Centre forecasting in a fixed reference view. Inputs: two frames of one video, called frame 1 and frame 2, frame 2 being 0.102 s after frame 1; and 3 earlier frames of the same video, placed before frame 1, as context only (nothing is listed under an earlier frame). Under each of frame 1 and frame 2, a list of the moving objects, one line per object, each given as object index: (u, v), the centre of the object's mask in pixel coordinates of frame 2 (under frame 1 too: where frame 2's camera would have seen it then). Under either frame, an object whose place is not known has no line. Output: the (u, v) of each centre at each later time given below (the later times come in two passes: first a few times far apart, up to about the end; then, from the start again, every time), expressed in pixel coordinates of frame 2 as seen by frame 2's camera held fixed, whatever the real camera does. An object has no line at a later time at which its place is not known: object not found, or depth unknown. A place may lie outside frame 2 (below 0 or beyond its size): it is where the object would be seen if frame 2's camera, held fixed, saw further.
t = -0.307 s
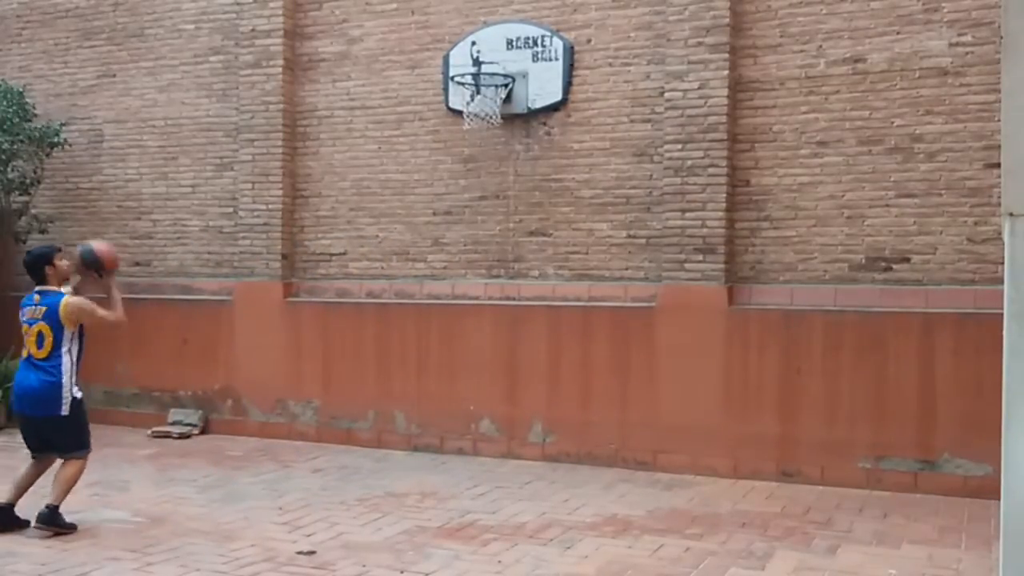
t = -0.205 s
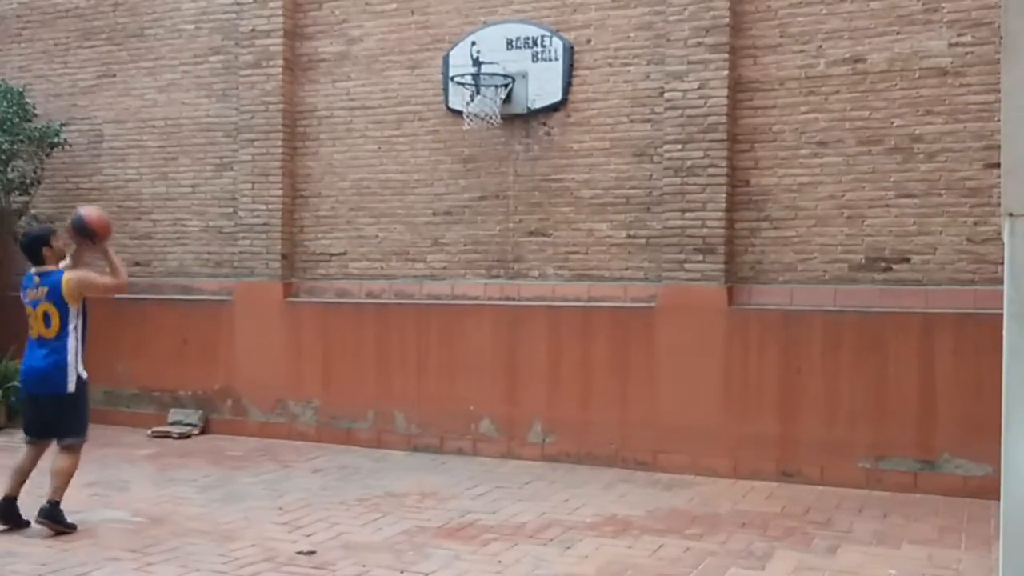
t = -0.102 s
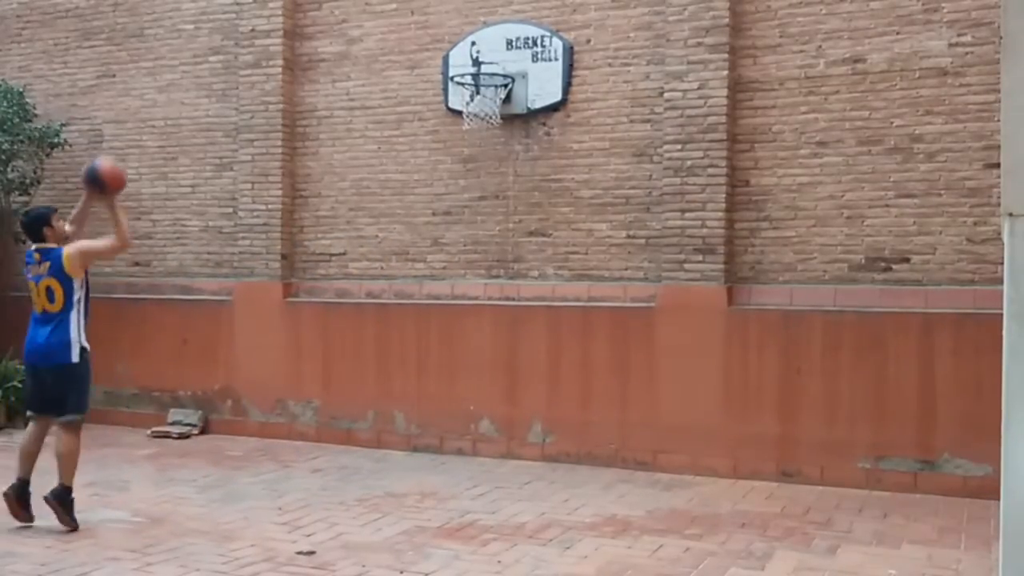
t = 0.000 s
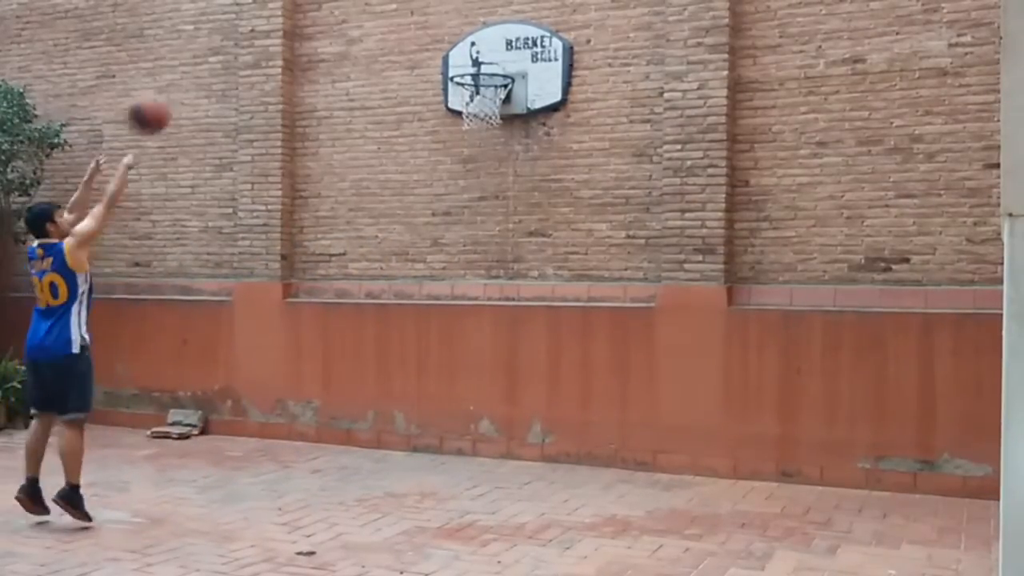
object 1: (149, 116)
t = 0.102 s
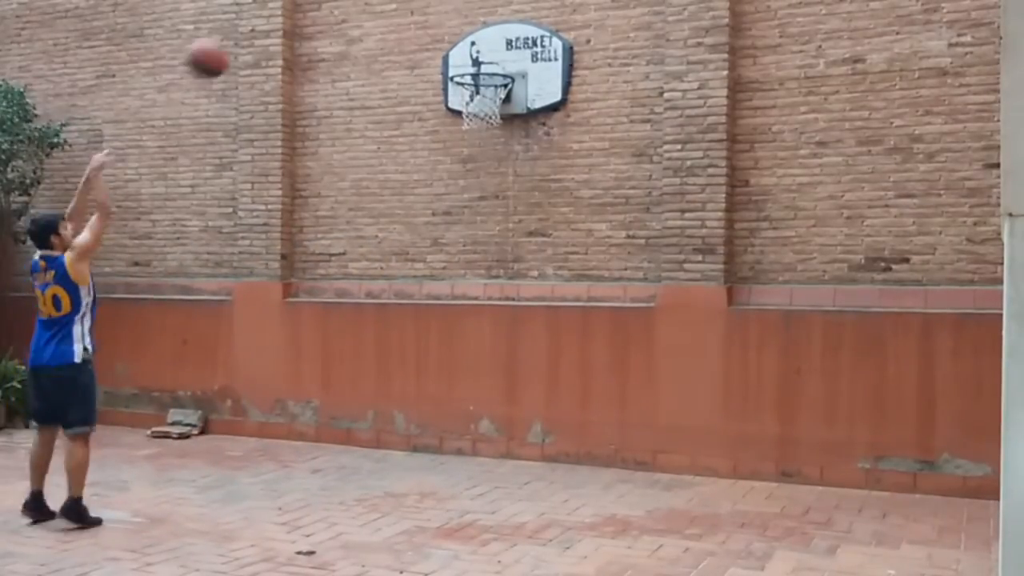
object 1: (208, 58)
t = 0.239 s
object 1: (279, 17)
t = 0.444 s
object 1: (375, 13)
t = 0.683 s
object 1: (468, 72)
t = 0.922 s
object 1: (509, 137)
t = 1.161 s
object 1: (525, 257)
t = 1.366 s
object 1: (541, 435)
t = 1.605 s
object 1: (528, 342)
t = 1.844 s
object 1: (513, 259)
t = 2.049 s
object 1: (490, 249)
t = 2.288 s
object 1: (463, 333)
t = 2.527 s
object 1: (432, 517)
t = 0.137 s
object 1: (226, 44)
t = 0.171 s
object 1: (245, 33)
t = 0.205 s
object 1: (263, 24)
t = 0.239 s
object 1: (279, 17)
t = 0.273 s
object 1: (297, 14)
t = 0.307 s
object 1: (314, 12)
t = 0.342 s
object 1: (329, 10)
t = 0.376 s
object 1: (345, 10)
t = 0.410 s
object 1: (359, 11)
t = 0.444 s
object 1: (375, 13)
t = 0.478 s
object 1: (390, 15)
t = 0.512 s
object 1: (403, 22)
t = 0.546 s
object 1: (417, 29)
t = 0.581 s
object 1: (430, 38)
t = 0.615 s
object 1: (443, 48)
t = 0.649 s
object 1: (456, 59)
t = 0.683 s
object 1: (468, 72)
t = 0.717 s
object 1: (482, 87)
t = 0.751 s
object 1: (493, 96)
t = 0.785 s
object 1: (501, 110)
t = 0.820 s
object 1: (503, 114)
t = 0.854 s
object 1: (504, 121)
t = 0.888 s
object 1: (506, 128)
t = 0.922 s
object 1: (509, 137)
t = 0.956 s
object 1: (511, 150)
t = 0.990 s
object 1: (512, 163)
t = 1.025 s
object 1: (515, 177)
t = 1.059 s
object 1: (518, 196)
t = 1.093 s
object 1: (521, 216)
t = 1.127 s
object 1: (523, 233)
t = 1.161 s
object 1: (525, 257)
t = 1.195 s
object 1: (528, 281)
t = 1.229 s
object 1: (530, 309)
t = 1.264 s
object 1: (530, 334)
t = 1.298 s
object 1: (533, 363)
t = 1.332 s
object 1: (535, 399)
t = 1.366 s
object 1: (541, 435)
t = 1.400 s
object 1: (543, 468)
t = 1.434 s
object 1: (540, 446)
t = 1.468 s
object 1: (538, 423)
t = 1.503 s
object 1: (536, 400)
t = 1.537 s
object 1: (533, 379)
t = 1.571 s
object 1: (530, 359)
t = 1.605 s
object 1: (528, 342)
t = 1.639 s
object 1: (526, 325)
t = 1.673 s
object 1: (525, 310)
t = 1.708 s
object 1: (524, 296)
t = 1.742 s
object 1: (523, 283)
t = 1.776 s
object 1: (519, 274)
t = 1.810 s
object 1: (516, 265)
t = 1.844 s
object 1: (513, 259)
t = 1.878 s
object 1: (510, 253)
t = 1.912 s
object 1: (504, 248)
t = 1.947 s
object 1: (500, 244)
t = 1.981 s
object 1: (498, 244)
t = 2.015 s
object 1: (494, 246)
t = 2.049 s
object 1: (490, 249)
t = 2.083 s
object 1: (488, 254)
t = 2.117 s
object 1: (484, 261)
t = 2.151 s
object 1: (480, 271)
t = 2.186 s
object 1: (476, 283)
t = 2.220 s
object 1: (472, 300)
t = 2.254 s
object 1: (468, 312)
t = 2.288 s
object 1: (463, 333)
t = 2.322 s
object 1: (459, 353)
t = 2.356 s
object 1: (455, 376)
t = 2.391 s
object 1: (451, 402)
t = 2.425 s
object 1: (445, 431)
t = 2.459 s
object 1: (442, 461)
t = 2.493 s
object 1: (437, 499)
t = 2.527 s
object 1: (432, 517)
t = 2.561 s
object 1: (429, 494)
